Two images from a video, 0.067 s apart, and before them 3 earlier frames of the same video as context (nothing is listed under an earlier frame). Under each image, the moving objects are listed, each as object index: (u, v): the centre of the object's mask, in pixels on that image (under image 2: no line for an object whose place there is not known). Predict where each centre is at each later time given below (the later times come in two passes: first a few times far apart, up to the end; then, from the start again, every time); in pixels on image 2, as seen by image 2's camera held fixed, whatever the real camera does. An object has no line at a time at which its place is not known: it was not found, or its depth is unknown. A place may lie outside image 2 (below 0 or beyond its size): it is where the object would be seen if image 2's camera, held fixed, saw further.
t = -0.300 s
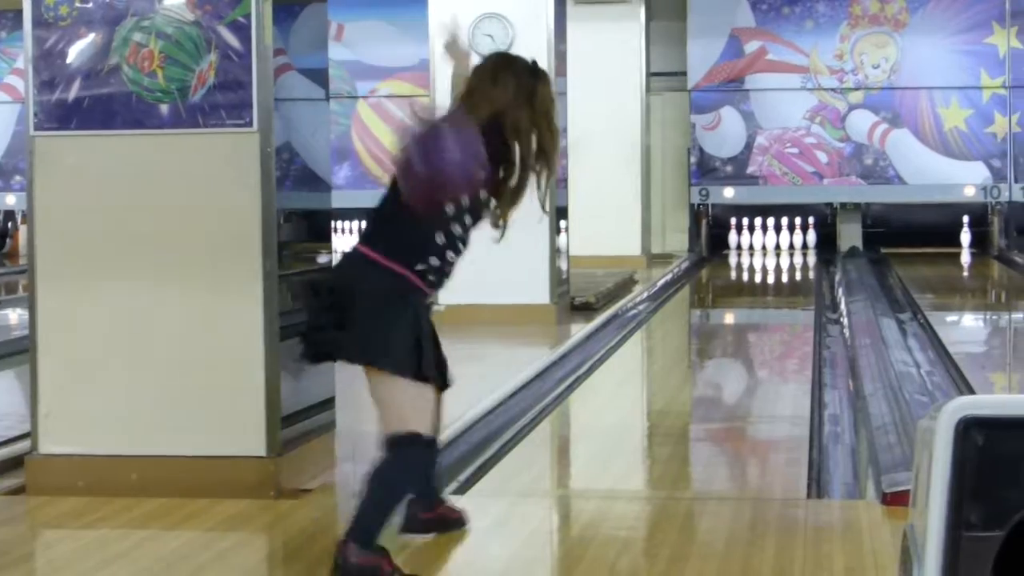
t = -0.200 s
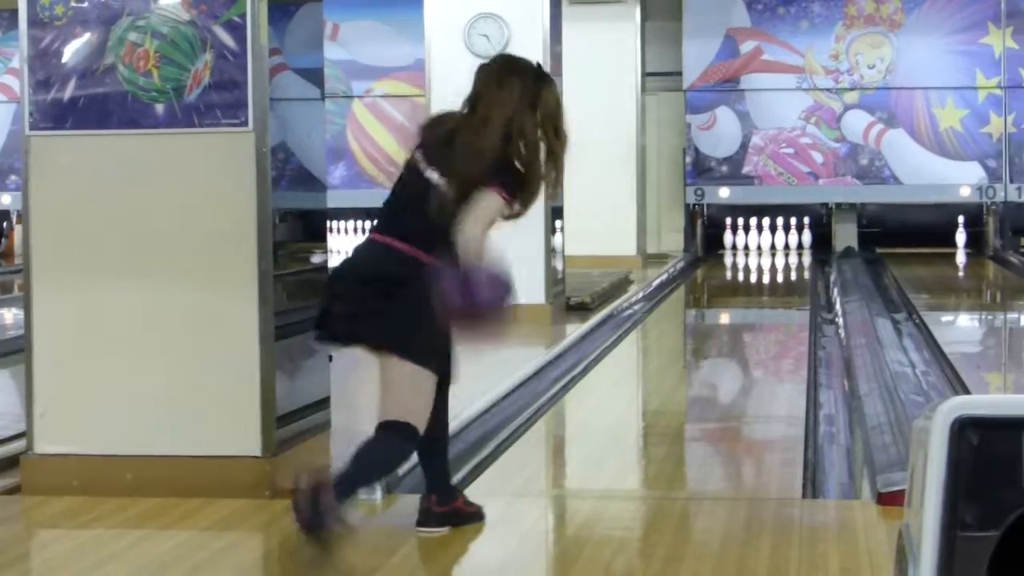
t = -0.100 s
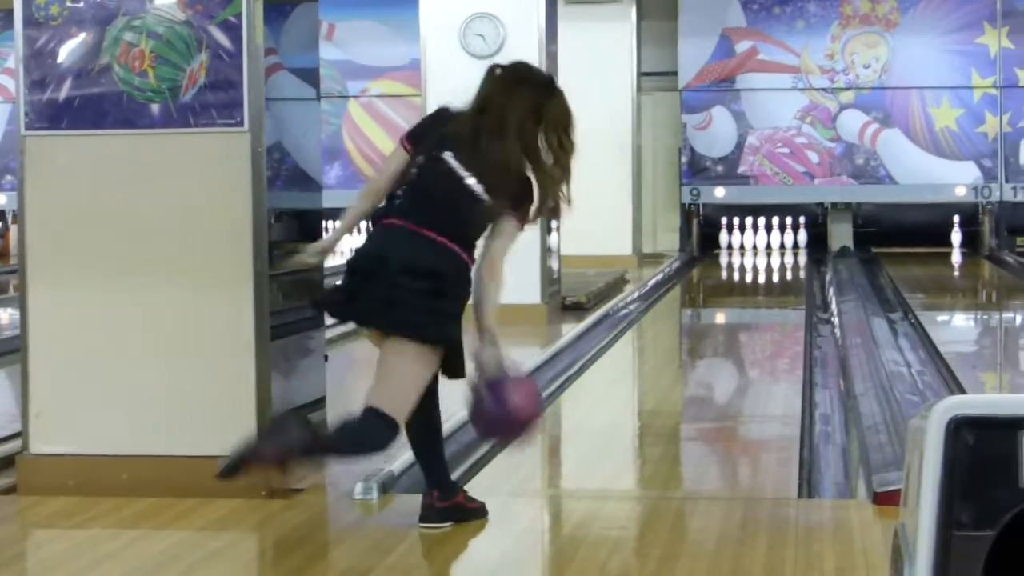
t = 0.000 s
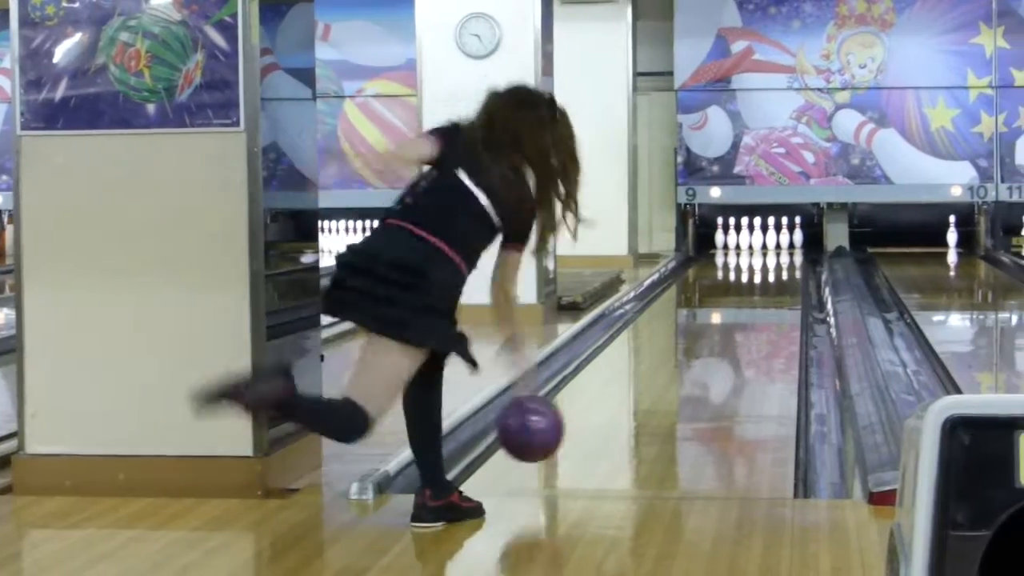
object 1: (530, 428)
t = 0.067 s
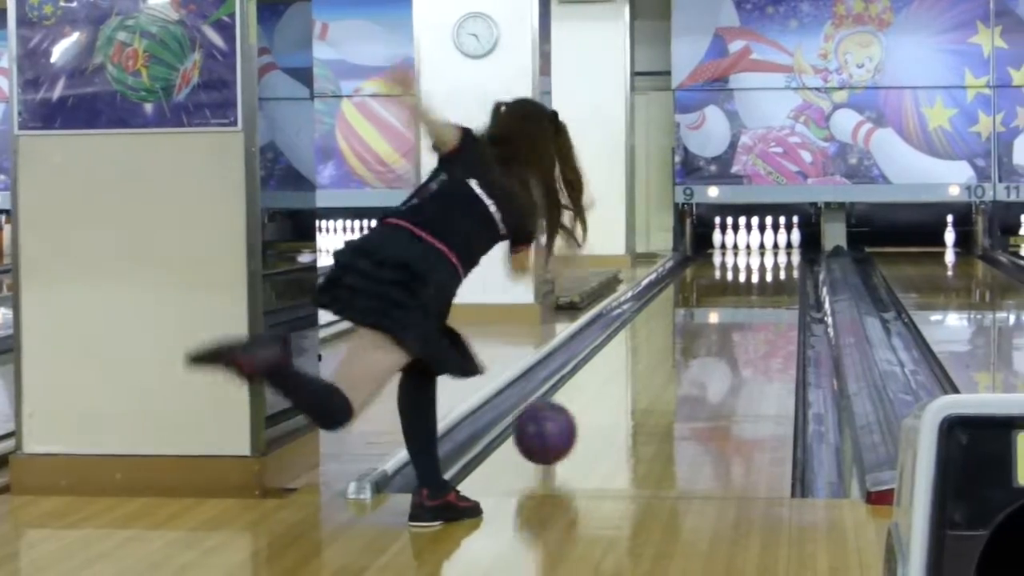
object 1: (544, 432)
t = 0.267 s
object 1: (585, 395)
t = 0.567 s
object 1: (626, 348)
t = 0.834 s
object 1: (651, 320)
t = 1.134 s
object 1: (672, 298)
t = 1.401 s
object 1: (688, 283)
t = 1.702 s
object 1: (703, 268)
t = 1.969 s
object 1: (714, 258)
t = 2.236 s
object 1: (726, 251)
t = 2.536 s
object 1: (741, 245)
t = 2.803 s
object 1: (749, 242)
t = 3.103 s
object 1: (755, 240)
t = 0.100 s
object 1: (553, 433)
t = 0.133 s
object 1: (560, 421)
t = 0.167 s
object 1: (567, 414)
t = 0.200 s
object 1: (574, 409)
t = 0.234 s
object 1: (580, 402)
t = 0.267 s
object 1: (585, 395)
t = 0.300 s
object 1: (591, 389)
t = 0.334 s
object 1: (596, 383)
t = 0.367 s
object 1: (601, 377)
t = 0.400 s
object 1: (606, 371)
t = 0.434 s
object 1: (610, 366)
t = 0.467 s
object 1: (615, 362)
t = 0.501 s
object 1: (619, 357)
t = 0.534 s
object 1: (622, 353)
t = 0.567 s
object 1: (626, 348)
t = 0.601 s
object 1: (630, 344)
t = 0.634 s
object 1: (633, 340)
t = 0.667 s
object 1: (636, 337)
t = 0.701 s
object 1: (640, 333)
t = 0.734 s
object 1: (642, 330)
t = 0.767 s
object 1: (646, 326)
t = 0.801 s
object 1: (649, 323)
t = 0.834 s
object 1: (651, 320)
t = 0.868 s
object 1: (654, 317)
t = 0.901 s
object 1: (656, 314)
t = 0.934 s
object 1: (659, 311)
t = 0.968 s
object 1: (661, 309)
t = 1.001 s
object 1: (664, 306)
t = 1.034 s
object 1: (666, 304)
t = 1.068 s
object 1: (668, 302)
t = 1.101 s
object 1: (670, 300)
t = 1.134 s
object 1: (672, 298)
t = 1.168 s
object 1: (674, 295)
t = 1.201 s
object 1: (677, 293)
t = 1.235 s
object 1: (679, 292)
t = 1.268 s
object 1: (681, 290)
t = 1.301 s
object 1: (683, 287)
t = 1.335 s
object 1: (684, 287)
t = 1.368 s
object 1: (687, 285)
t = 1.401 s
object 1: (688, 283)
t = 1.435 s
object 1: (690, 282)
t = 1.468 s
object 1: (691, 279)
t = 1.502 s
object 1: (693, 277)
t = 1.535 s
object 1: (695, 276)
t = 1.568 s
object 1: (697, 274)
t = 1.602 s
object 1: (698, 273)
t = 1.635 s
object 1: (700, 271)
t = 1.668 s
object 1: (702, 269)
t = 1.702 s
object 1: (703, 268)
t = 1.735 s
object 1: (704, 267)
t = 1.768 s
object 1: (705, 266)
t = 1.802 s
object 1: (706, 264)
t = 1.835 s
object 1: (708, 263)
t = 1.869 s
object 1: (710, 262)
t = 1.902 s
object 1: (711, 260)
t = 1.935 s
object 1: (713, 259)
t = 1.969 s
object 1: (714, 258)
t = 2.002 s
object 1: (715, 258)
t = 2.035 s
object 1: (716, 257)
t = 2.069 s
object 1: (718, 256)
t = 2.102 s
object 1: (721, 254)
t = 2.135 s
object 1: (721, 253)
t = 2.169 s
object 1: (724, 252)
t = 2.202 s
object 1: (724, 251)
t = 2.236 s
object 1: (726, 251)
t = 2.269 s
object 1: (728, 250)
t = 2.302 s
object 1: (729, 249)
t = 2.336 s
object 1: (730, 248)
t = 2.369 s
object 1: (732, 248)
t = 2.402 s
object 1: (735, 247)
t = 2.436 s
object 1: (736, 247)
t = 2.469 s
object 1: (738, 246)
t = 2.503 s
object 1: (739, 246)
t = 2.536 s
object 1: (741, 245)
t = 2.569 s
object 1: (742, 244)
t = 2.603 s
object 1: (743, 244)
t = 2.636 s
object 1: (746, 243)
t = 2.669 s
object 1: (747, 243)
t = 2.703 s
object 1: (747, 243)
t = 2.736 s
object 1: (747, 242)
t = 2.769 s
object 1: (748, 242)
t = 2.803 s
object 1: (749, 242)
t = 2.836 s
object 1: (749, 241)
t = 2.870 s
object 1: (750, 241)
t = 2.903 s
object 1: (750, 240)
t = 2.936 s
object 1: (751, 240)
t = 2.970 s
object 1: (752, 240)
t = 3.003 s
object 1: (753, 240)
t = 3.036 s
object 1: (754, 240)
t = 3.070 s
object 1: (754, 241)
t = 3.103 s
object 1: (755, 240)
